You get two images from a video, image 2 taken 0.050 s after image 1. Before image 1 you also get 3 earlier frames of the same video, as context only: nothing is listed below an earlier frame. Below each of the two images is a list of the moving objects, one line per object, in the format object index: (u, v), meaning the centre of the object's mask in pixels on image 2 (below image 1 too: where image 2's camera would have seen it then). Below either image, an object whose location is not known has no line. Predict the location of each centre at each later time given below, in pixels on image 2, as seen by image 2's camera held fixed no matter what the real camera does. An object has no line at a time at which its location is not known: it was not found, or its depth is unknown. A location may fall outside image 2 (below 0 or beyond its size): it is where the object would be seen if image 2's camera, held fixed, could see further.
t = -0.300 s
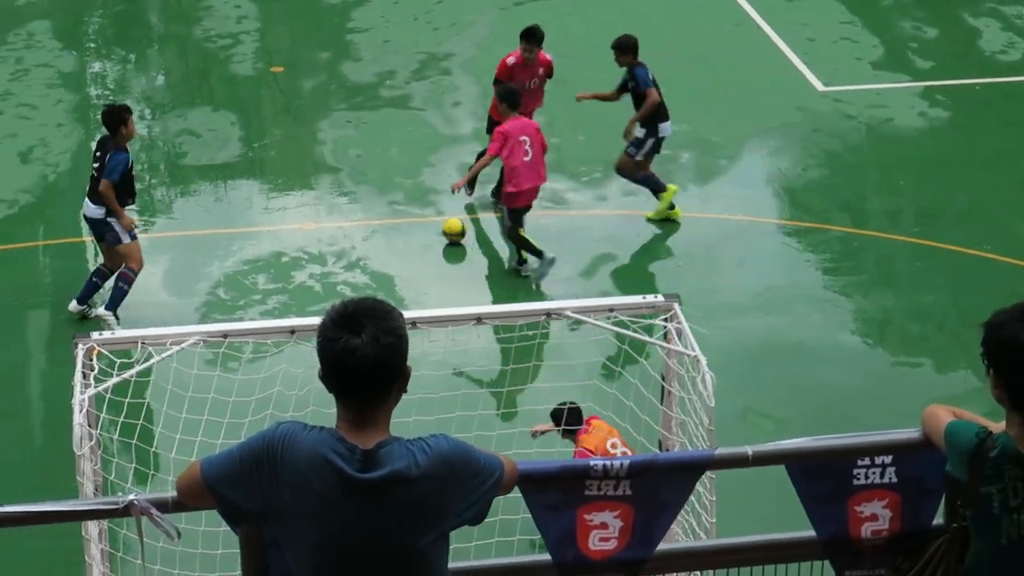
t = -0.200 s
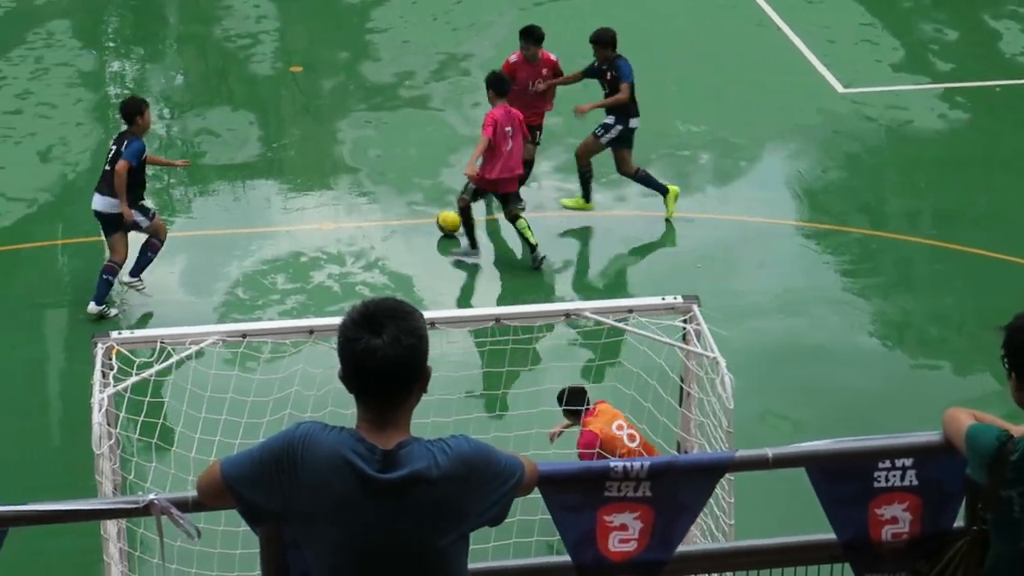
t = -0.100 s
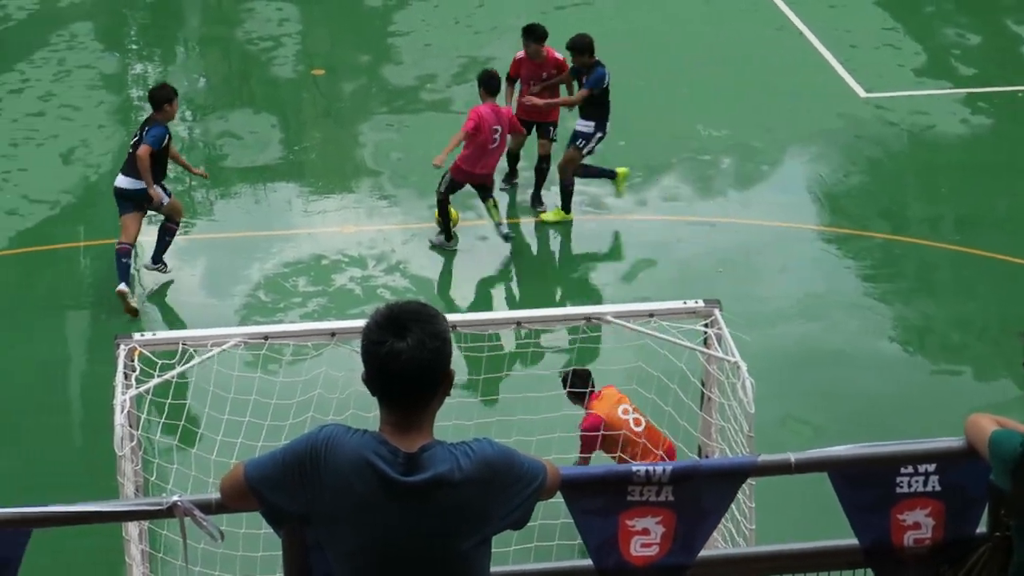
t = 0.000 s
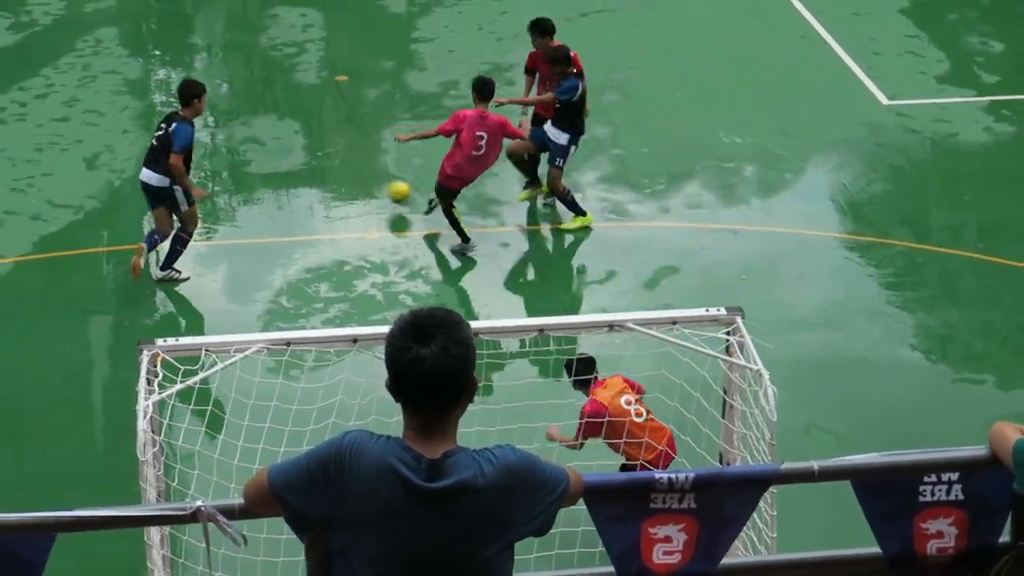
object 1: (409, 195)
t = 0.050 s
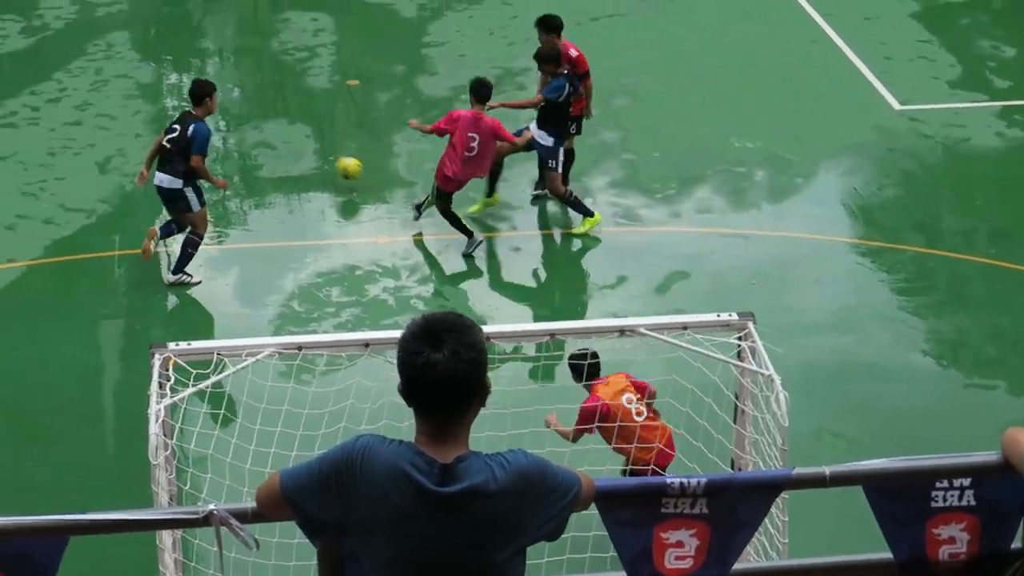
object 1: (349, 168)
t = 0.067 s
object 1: (329, 159)
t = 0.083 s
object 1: (310, 151)
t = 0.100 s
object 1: (290, 143)
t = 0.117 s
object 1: (272, 137)
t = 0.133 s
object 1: (253, 130)
